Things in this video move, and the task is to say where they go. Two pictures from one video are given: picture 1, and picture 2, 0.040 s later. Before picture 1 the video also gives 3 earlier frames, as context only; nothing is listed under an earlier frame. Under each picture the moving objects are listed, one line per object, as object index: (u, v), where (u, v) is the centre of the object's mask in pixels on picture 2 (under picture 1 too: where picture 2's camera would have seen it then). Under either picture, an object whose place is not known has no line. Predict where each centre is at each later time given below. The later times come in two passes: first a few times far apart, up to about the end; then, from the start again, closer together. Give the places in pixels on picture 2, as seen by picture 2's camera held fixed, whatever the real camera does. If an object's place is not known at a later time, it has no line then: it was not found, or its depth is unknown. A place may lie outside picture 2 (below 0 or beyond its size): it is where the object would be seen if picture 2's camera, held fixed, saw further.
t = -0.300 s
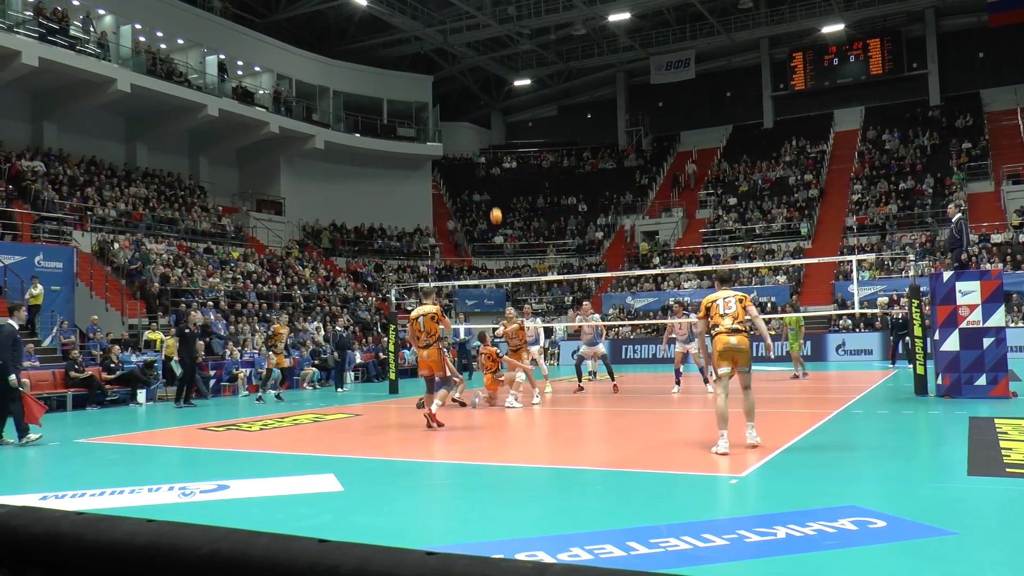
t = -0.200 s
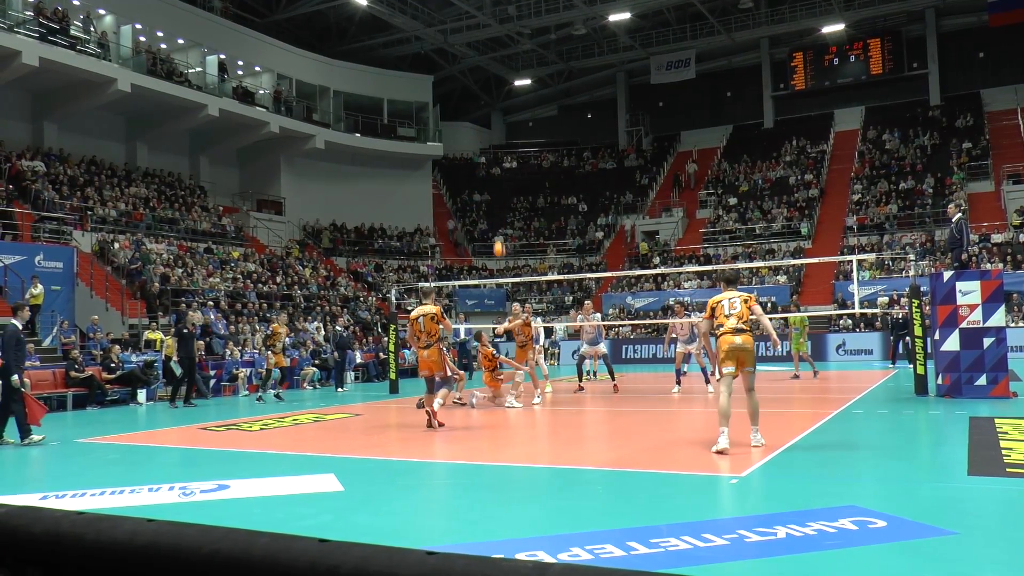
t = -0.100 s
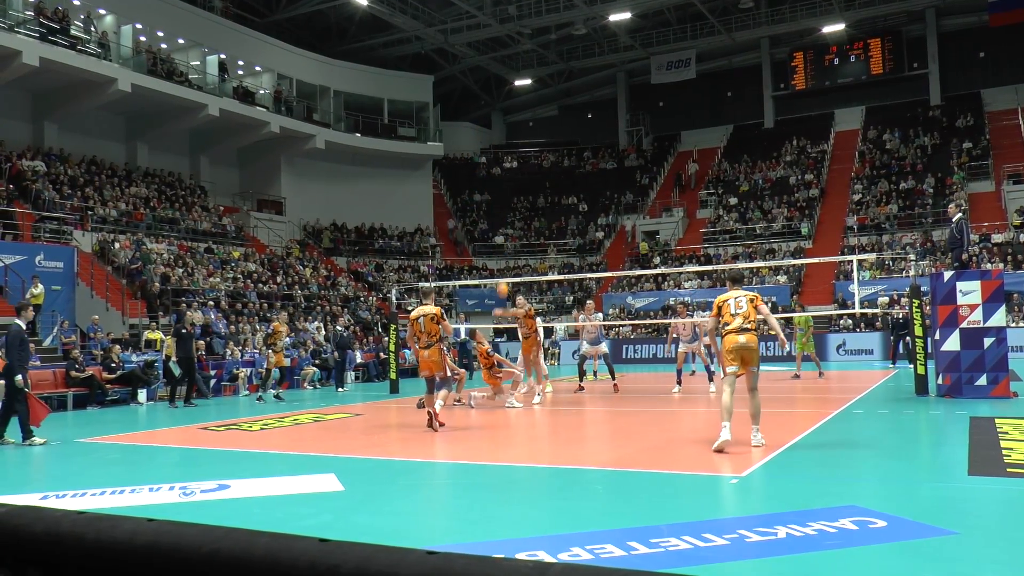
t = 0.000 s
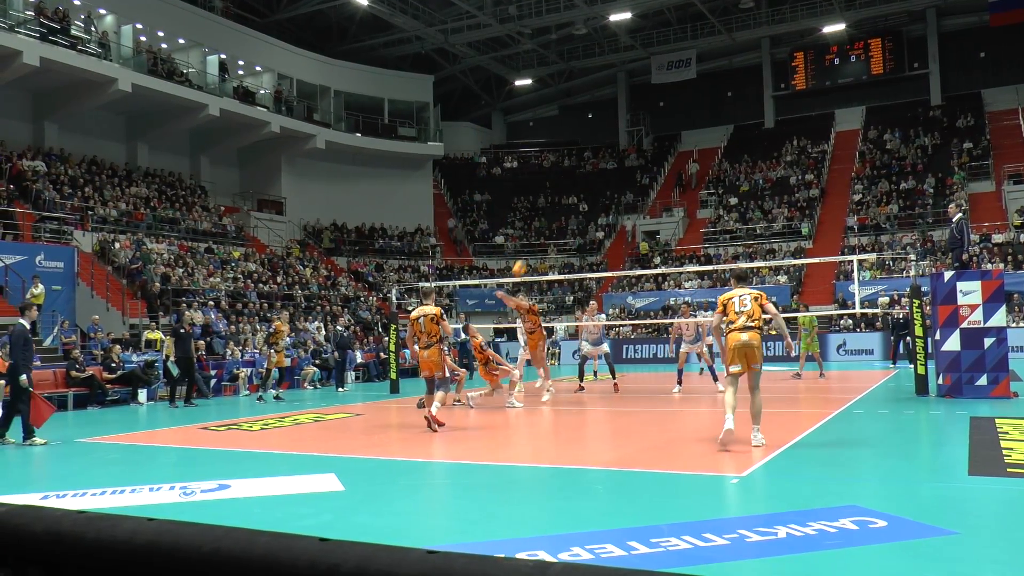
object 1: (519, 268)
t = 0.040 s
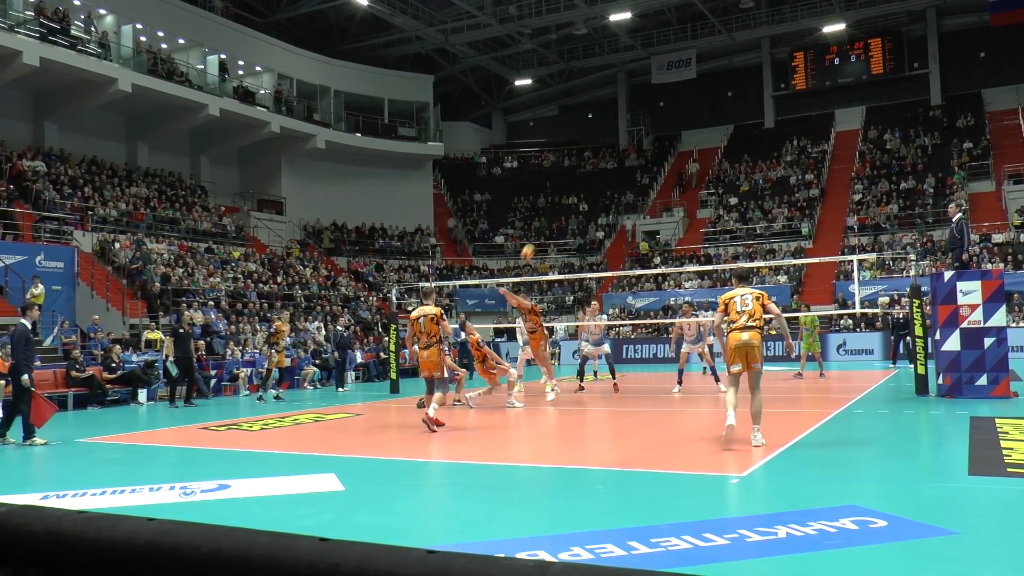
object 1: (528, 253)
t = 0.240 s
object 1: (572, 184)
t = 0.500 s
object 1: (631, 130)
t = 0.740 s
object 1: (687, 115)
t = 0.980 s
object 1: (743, 132)
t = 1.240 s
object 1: (804, 190)
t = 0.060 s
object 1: (532, 245)
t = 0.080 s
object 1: (537, 237)
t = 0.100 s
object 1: (541, 230)
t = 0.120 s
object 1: (545, 222)
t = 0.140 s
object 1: (549, 216)
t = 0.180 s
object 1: (559, 202)
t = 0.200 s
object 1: (563, 196)
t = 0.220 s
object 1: (568, 190)
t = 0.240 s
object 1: (572, 184)
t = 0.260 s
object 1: (577, 179)
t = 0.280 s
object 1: (581, 173)
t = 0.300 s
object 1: (586, 168)
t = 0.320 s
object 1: (590, 163)
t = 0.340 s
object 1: (595, 159)
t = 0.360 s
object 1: (599, 154)
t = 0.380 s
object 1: (604, 150)
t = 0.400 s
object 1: (608, 147)
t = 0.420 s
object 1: (613, 143)
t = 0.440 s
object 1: (618, 139)
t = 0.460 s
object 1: (622, 136)
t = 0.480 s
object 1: (627, 133)
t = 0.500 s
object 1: (631, 130)
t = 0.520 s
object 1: (636, 128)
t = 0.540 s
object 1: (640, 126)
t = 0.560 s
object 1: (645, 123)
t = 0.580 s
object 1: (650, 121)
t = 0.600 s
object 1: (654, 120)
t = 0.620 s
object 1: (659, 118)
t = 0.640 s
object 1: (663, 117)
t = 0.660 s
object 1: (668, 116)
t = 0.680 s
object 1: (673, 115)
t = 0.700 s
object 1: (678, 115)
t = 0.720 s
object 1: (682, 115)
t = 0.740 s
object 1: (687, 115)
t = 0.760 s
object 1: (692, 115)
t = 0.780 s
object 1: (696, 115)
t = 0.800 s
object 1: (701, 116)
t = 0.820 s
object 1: (705, 117)
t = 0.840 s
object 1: (710, 118)
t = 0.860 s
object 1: (715, 119)
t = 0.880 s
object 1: (719, 121)
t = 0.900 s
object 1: (724, 123)
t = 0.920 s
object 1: (729, 125)
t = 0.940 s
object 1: (734, 127)
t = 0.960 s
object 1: (739, 129)
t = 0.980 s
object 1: (743, 132)
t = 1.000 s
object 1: (748, 135)
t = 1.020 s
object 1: (752, 138)
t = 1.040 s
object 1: (757, 142)
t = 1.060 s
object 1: (762, 145)
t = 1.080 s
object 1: (766, 149)
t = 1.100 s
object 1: (771, 154)
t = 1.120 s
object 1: (775, 157)
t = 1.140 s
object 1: (780, 162)
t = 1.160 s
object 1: (785, 167)
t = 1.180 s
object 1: (790, 172)
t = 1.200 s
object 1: (795, 177)
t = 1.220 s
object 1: (799, 183)
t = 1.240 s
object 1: (804, 190)
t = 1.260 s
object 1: (808, 195)
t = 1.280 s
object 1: (813, 202)
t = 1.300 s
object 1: (818, 208)
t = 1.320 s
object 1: (823, 215)
